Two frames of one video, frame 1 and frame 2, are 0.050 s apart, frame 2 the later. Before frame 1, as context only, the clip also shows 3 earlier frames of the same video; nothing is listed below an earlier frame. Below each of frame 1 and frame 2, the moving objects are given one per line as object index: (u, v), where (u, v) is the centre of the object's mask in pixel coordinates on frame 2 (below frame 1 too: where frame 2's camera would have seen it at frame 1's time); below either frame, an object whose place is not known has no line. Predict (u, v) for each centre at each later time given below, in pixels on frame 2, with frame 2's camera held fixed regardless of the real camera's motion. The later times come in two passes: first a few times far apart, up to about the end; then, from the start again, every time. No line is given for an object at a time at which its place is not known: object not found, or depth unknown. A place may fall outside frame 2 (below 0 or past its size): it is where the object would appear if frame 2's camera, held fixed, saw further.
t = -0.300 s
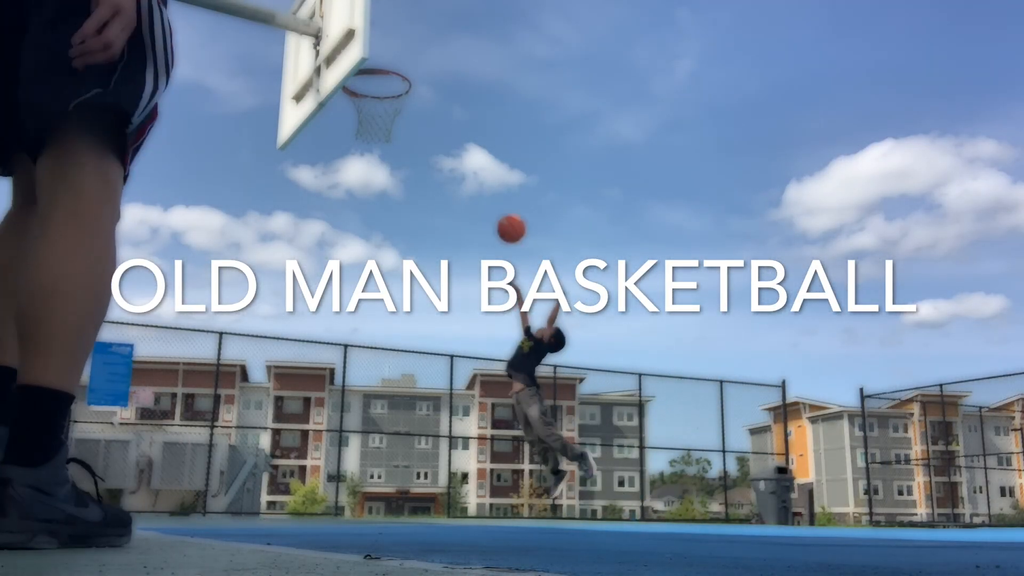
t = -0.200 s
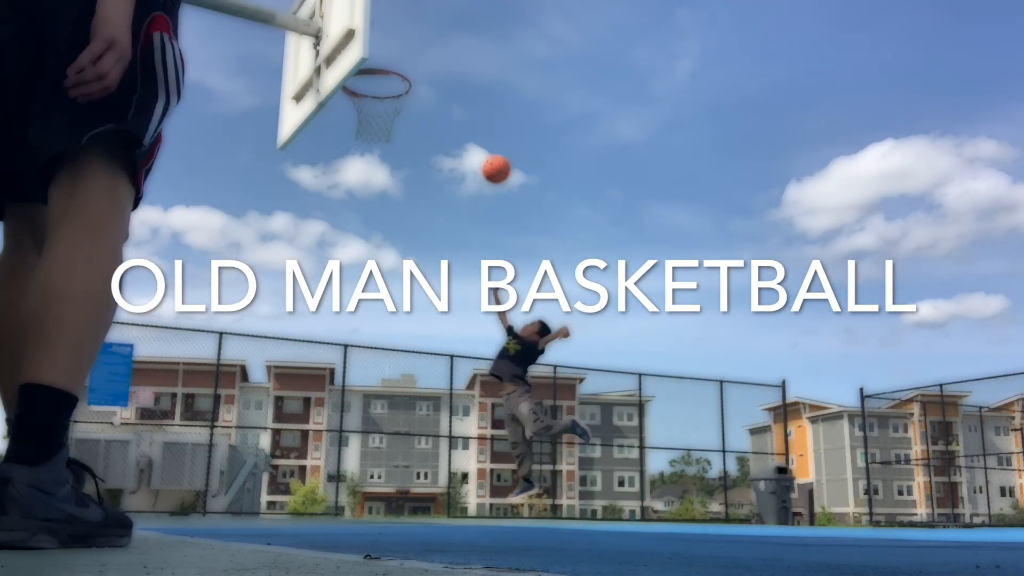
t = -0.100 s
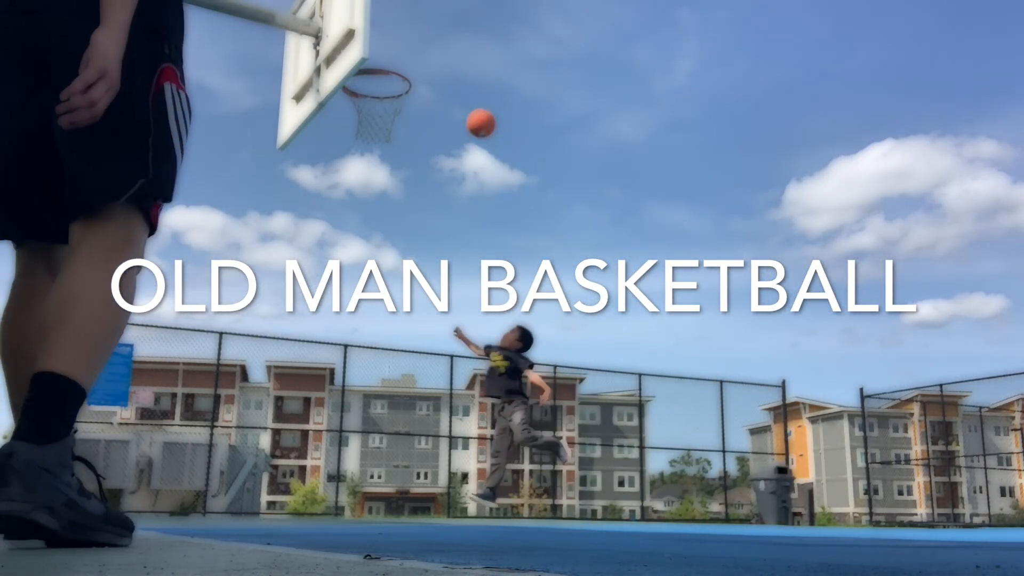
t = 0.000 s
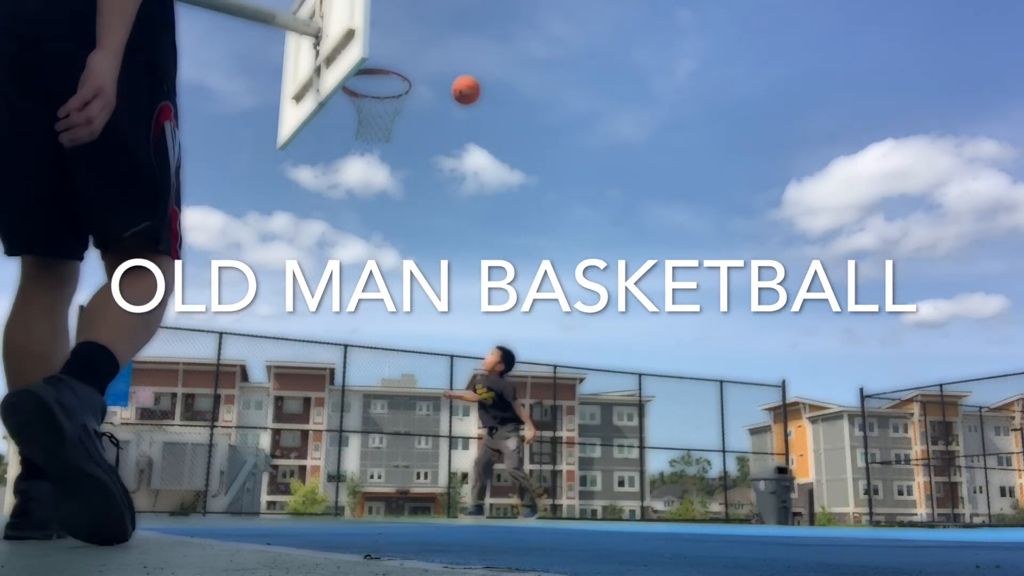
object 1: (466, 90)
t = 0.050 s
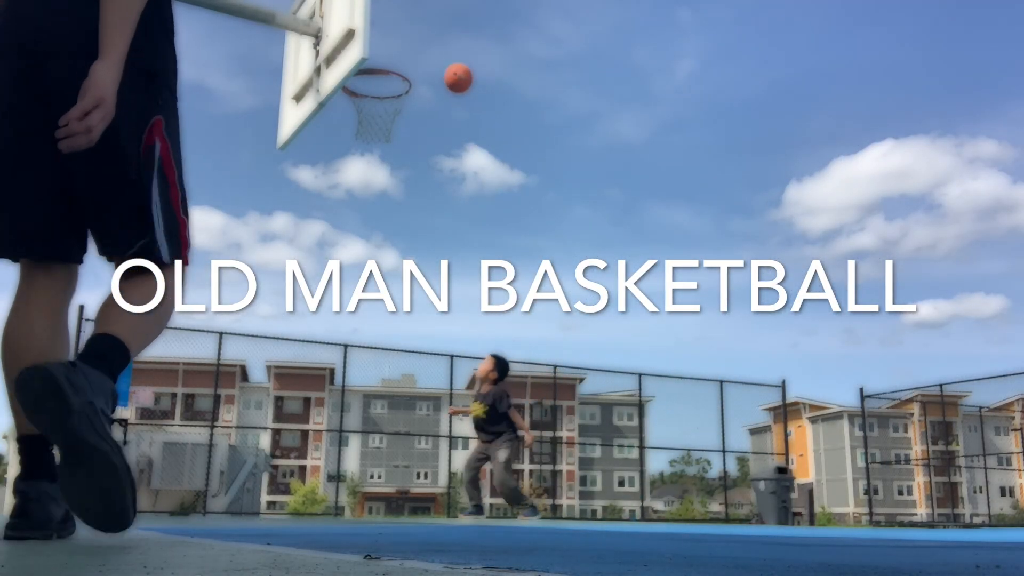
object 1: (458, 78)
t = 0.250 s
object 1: (426, 60)
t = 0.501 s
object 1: (397, 82)
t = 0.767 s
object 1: (390, 116)
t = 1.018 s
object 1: (381, 225)
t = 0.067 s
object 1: (455, 75)
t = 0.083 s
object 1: (453, 71)
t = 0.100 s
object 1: (450, 69)
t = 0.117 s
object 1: (447, 67)
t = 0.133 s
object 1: (445, 65)
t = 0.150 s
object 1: (442, 63)
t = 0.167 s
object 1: (440, 62)
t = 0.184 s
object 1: (437, 61)
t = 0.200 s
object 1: (434, 60)
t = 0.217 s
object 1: (432, 60)
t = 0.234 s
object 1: (429, 60)
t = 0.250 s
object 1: (426, 60)
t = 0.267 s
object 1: (423, 61)
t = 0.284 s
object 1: (421, 62)
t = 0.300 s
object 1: (418, 63)
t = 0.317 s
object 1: (415, 65)
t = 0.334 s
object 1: (412, 67)
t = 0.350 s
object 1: (410, 69)
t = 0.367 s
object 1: (407, 72)
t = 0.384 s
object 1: (404, 75)
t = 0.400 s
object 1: (401, 79)
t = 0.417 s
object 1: (398, 83)
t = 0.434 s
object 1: (396, 84)
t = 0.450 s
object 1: (396, 84)
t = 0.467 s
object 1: (396, 82)
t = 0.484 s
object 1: (397, 82)
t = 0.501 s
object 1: (397, 82)
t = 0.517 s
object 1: (396, 81)
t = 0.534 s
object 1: (396, 81)
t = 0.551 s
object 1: (396, 82)
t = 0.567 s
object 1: (396, 82)
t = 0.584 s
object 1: (395, 83)
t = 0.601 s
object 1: (394, 85)
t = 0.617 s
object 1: (394, 86)
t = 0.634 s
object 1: (393, 88)
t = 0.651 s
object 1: (392, 89)
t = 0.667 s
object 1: (392, 92)
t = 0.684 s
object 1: (392, 96)
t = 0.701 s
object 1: (392, 99)
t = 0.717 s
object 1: (392, 103)
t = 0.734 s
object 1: (391, 107)
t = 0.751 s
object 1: (391, 112)
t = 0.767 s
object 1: (390, 116)
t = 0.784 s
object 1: (389, 121)
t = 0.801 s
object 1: (389, 127)
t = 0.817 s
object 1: (388, 132)
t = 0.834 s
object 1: (388, 138)
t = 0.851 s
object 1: (387, 144)
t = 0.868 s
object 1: (387, 152)
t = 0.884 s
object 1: (386, 158)
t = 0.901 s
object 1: (385, 165)
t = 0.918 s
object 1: (385, 173)
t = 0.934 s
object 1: (385, 181)
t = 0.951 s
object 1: (384, 189)
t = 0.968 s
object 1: (383, 198)
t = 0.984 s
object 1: (382, 206)
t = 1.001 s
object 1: (382, 216)
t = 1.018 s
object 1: (381, 225)
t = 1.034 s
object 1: (380, 235)
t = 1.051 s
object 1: (380, 245)
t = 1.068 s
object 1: (379, 256)
